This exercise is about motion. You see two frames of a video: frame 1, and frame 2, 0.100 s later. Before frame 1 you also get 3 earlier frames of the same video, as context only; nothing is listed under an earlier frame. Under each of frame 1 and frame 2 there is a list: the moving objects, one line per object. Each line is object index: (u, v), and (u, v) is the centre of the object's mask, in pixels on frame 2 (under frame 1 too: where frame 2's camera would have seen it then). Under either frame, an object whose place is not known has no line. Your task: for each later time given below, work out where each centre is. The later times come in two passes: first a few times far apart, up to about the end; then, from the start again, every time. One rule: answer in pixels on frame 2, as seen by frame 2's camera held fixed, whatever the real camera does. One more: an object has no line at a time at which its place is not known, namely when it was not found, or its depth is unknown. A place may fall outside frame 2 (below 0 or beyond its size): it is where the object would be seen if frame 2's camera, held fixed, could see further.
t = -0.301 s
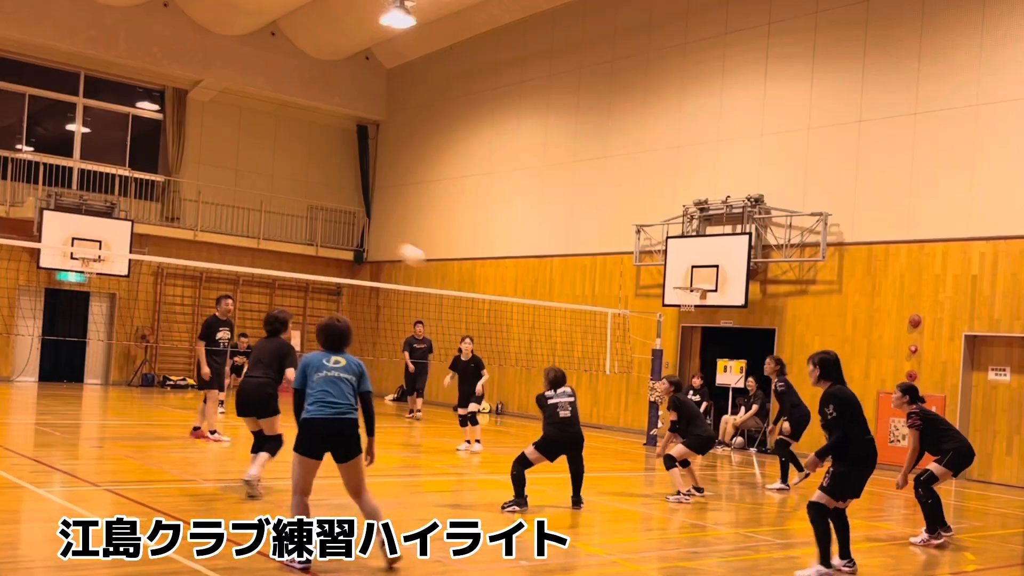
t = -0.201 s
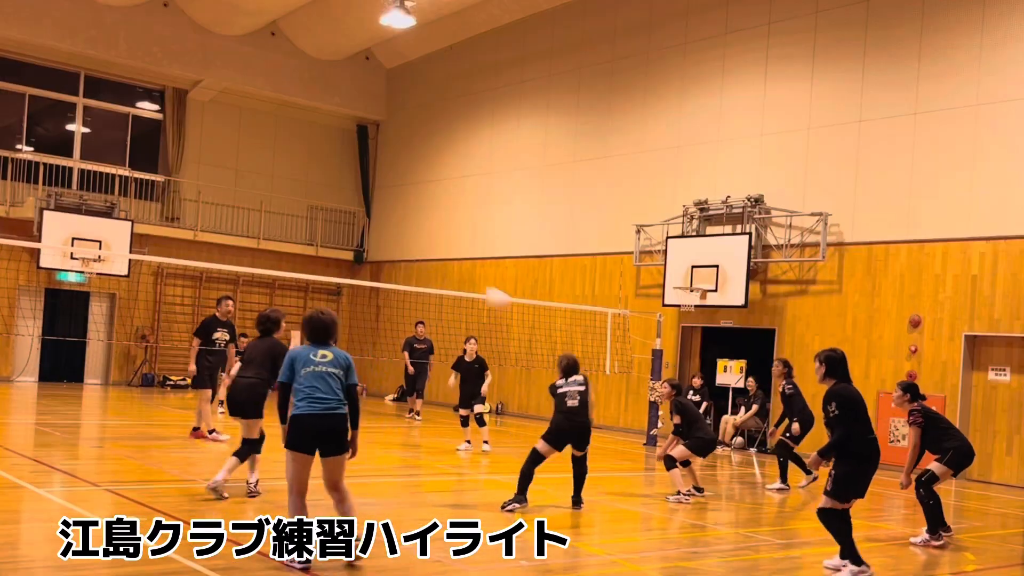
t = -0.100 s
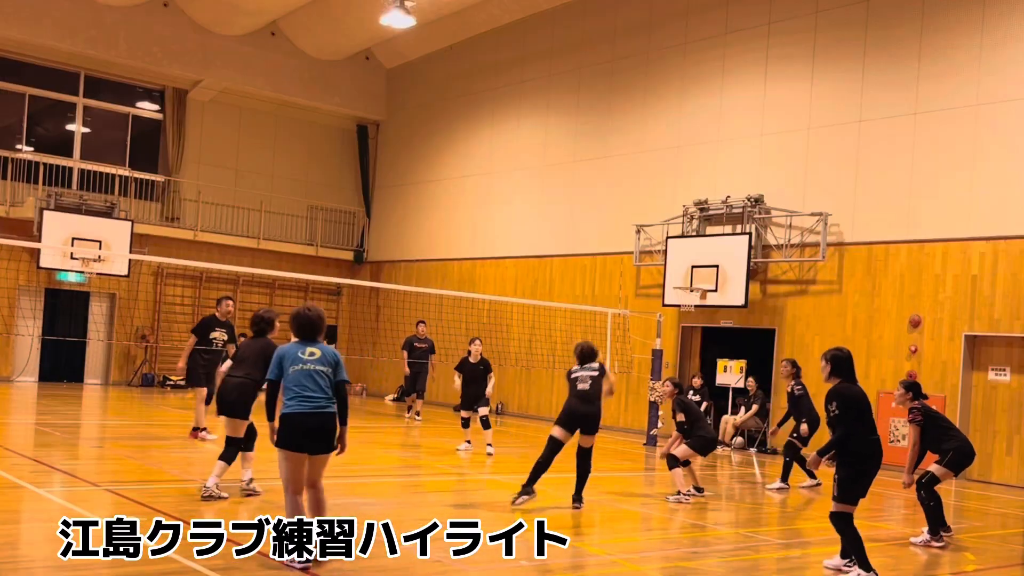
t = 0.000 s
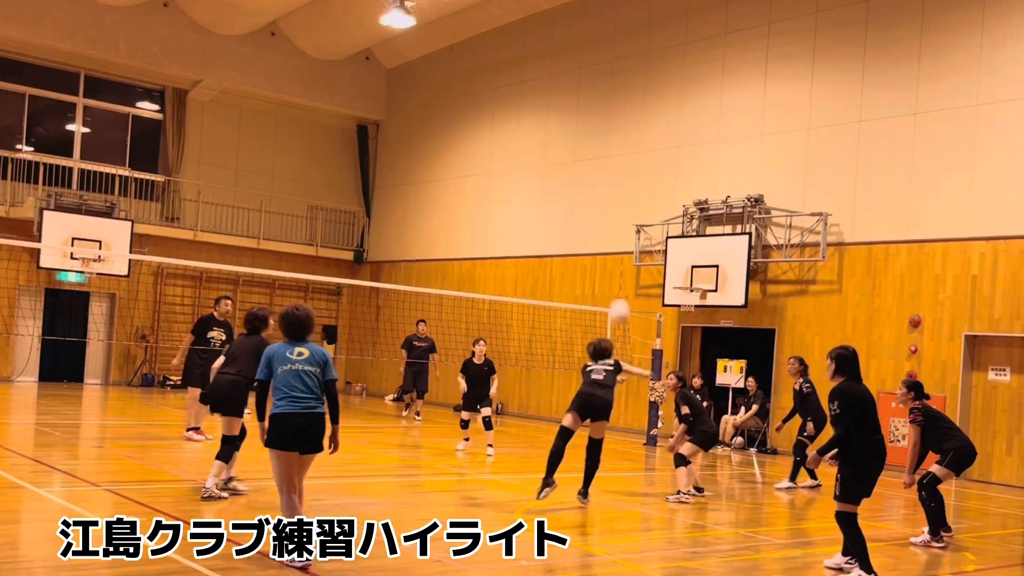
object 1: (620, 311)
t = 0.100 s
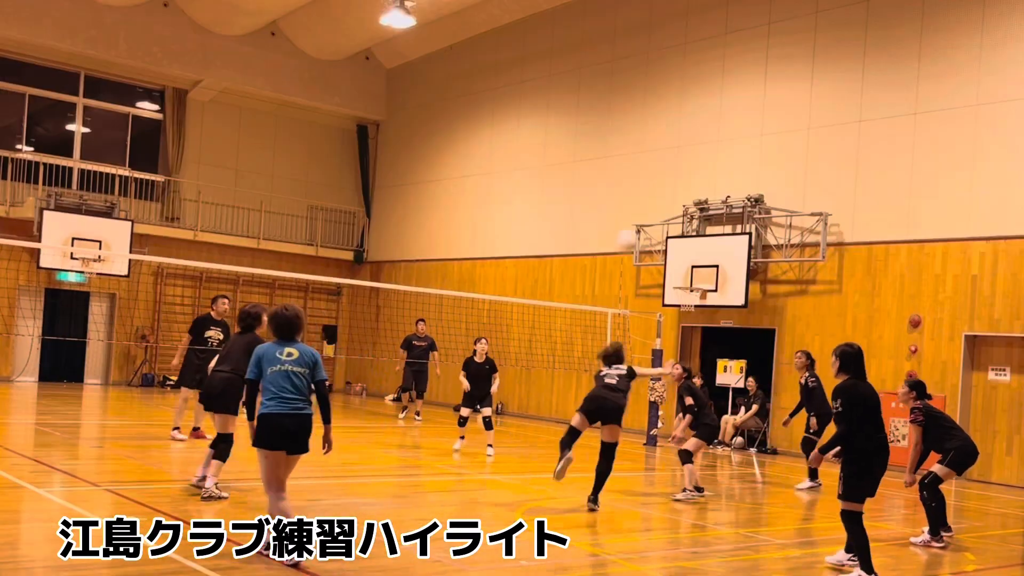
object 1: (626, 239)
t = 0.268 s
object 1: (638, 148)
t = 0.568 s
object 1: (654, 59)
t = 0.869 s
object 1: (664, 60)
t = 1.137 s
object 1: (666, 135)
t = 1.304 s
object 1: (665, 217)
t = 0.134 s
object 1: (630, 219)
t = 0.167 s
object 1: (632, 200)
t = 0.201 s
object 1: (634, 181)
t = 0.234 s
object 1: (636, 164)
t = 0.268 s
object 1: (638, 148)
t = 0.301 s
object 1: (641, 134)
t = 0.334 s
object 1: (642, 120)
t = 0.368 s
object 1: (644, 107)
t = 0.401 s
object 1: (646, 97)
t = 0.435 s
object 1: (648, 86)
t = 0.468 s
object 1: (650, 77)
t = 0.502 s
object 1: (652, 71)
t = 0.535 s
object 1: (653, 65)
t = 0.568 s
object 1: (654, 59)
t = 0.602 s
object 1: (656, 55)
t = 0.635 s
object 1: (657, 52)
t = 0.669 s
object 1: (658, 50)
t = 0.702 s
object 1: (660, 49)
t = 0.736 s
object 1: (661, 49)
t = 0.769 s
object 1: (661, 50)
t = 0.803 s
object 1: (662, 53)
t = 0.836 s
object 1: (663, 56)
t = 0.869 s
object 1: (664, 60)
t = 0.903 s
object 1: (664, 65)
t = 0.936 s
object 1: (665, 72)
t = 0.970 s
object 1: (665, 80)
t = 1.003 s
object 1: (665, 88)
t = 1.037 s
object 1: (665, 98)
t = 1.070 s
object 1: (666, 110)
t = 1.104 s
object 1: (666, 122)
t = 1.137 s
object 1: (666, 135)
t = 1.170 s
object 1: (665, 149)
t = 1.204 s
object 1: (665, 164)
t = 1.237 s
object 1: (665, 181)
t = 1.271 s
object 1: (665, 198)
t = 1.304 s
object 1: (665, 217)
